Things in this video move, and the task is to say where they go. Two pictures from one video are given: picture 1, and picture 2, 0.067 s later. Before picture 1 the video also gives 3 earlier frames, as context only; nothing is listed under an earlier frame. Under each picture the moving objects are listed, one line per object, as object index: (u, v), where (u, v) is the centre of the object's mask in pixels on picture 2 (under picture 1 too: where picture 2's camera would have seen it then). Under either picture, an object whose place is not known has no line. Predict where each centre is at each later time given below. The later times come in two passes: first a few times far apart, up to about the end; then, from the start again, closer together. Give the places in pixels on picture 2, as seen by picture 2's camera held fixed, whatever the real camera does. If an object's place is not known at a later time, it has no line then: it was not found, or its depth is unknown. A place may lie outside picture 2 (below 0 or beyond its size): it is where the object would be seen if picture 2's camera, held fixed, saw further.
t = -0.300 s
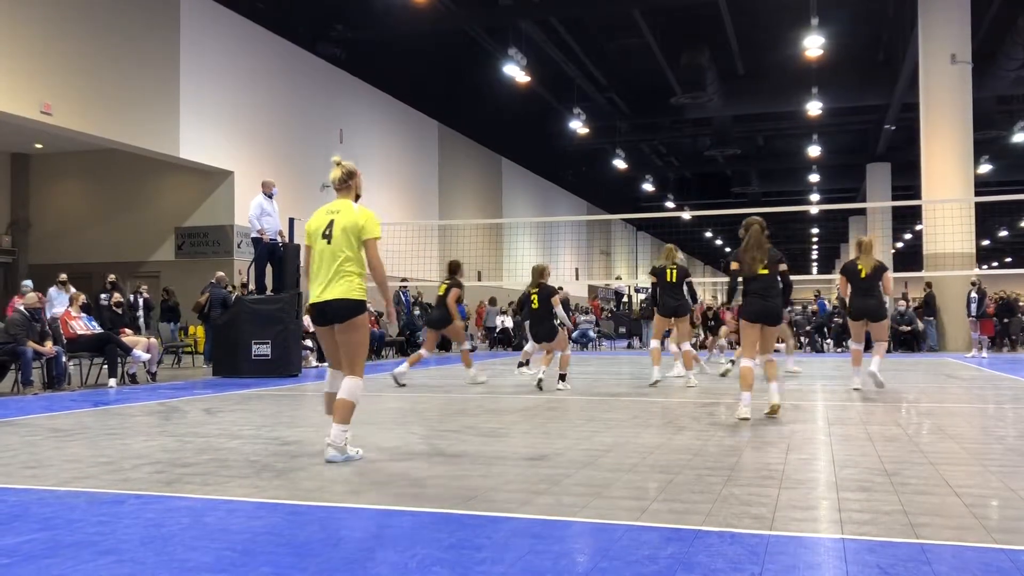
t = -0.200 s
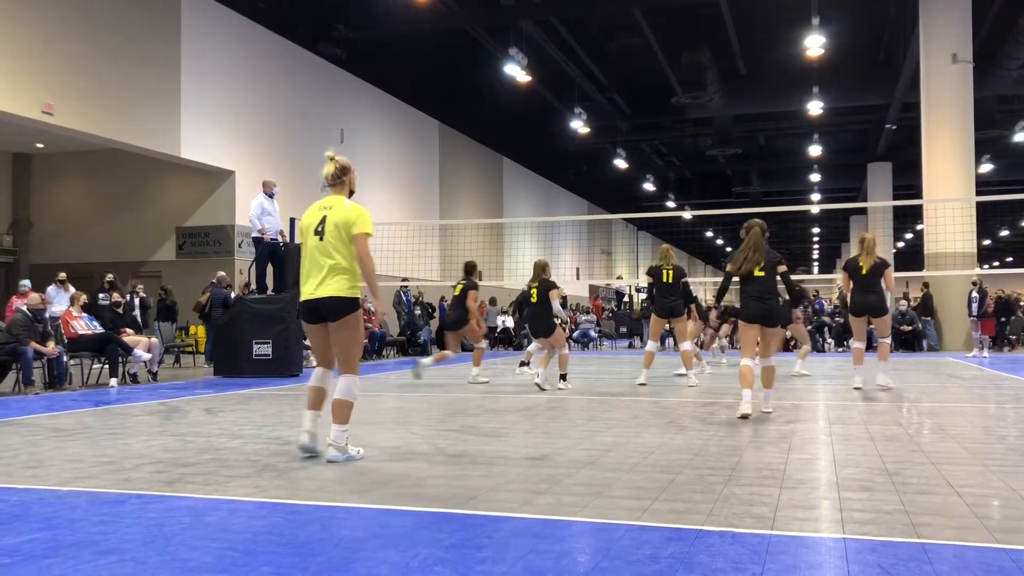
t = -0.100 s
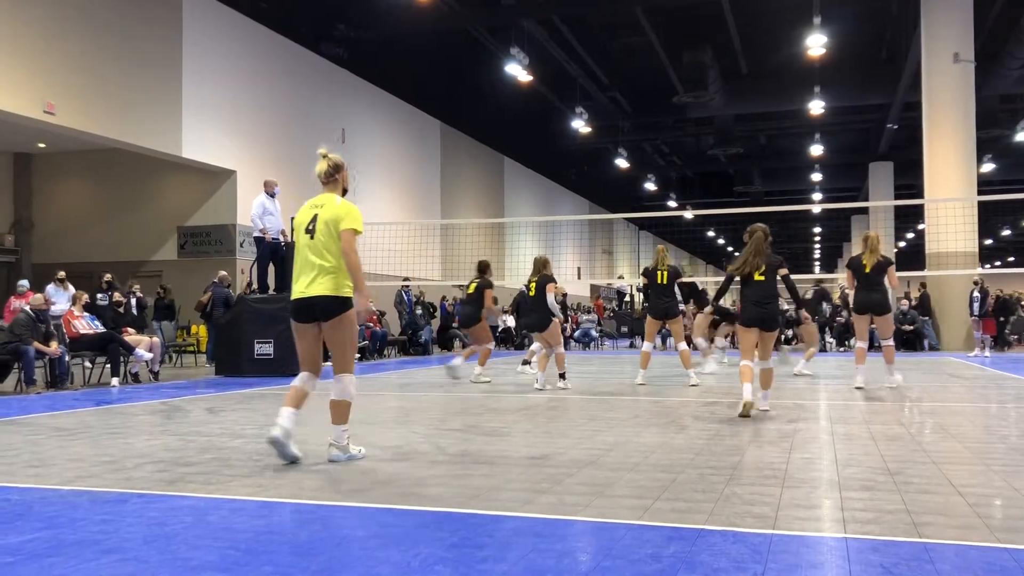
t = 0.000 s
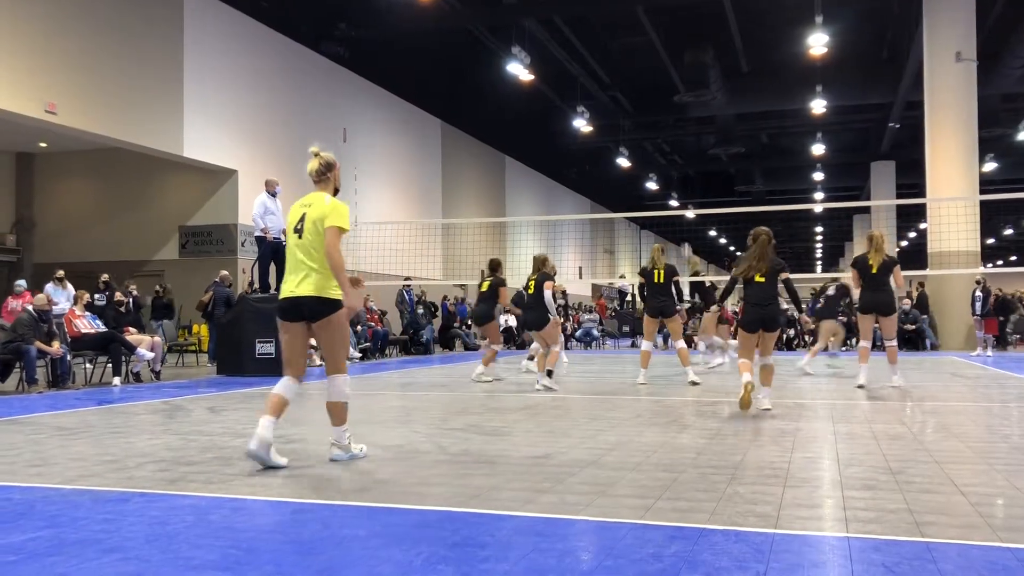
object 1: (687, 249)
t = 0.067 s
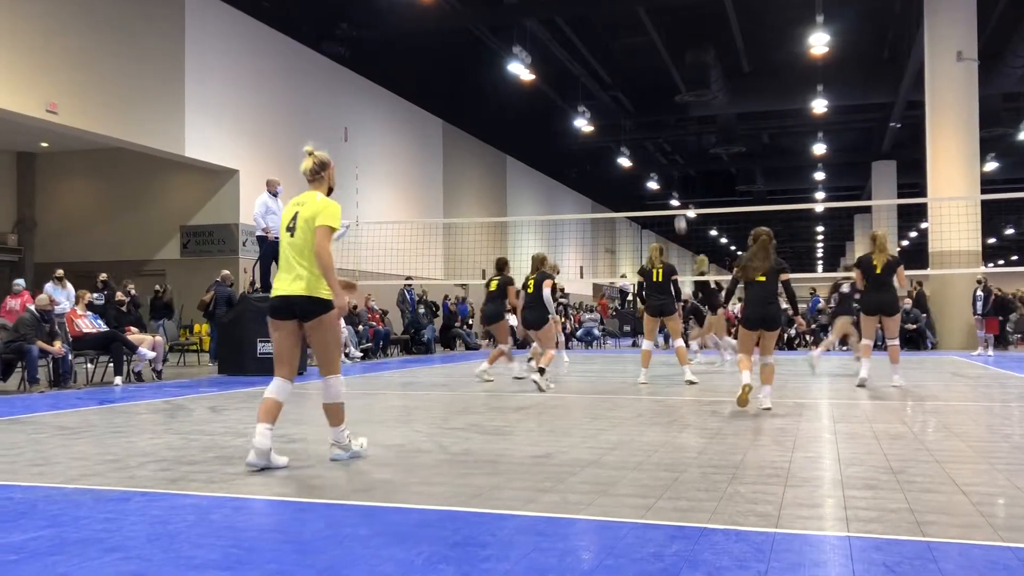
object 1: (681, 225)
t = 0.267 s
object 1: (662, 155)
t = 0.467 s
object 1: (645, 106)
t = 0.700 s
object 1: (626, 75)
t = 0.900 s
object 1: (609, 73)
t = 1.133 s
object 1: (588, 99)
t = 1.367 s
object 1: (567, 158)
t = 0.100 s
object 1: (677, 213)
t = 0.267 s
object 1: (662, 155)
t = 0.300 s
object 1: (659, 145)
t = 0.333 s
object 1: (656, 136)
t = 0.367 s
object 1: (654, 128)
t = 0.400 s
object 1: (651, 120)
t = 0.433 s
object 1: (648, 113)
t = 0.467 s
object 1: (645, 106)
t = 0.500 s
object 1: (642, 100)
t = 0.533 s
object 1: (639, 94)
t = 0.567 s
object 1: (637, 89)
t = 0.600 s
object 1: (634, 85)
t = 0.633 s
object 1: (631, 81)
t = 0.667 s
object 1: (628, 78)
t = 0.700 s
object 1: (626, 75)
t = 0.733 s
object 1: (623, 73)
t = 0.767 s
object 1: (620, 72)
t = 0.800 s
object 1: (617, 71)
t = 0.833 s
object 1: (614, 71)
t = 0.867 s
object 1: (611, 72)
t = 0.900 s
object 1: (609, 73)
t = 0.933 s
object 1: (606, 75)
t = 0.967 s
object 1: (603, 77)
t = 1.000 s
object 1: (600, 80)
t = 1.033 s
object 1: (597, 84)
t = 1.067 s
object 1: (594, 89)
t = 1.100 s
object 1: (591, 94)
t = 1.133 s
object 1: (588, 99)
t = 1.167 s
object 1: (588, 105)
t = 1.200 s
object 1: (586, 111)
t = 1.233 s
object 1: (578, 122)
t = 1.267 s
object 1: (576, 131)
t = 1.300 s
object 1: (573, 138)
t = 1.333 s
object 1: (574, 148)
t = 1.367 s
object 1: (567, 158)
